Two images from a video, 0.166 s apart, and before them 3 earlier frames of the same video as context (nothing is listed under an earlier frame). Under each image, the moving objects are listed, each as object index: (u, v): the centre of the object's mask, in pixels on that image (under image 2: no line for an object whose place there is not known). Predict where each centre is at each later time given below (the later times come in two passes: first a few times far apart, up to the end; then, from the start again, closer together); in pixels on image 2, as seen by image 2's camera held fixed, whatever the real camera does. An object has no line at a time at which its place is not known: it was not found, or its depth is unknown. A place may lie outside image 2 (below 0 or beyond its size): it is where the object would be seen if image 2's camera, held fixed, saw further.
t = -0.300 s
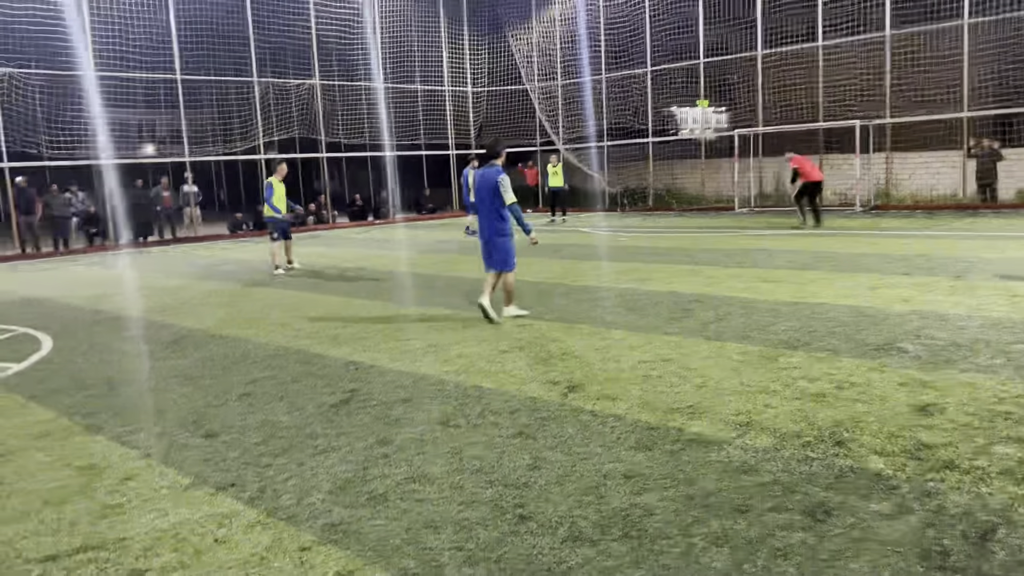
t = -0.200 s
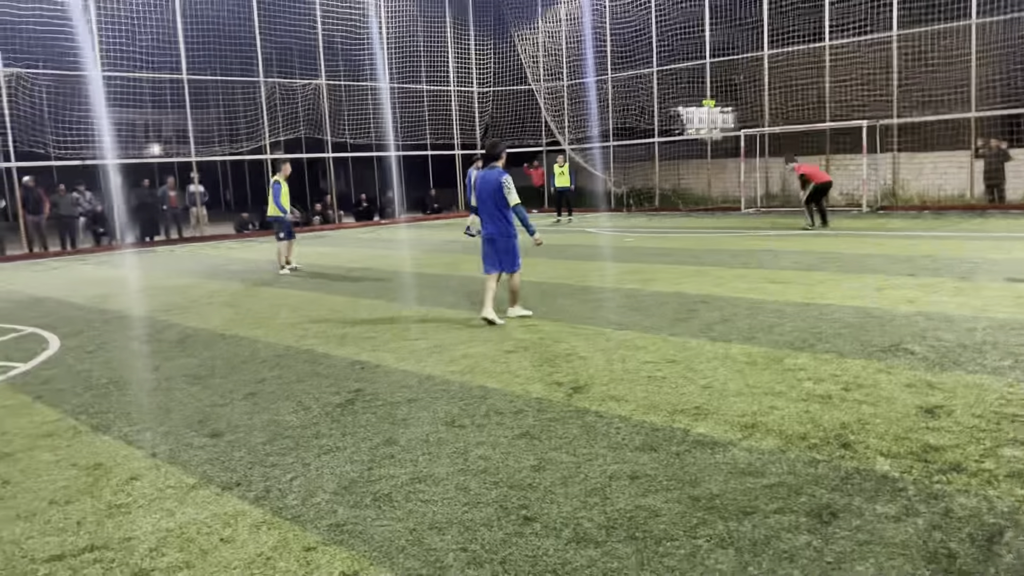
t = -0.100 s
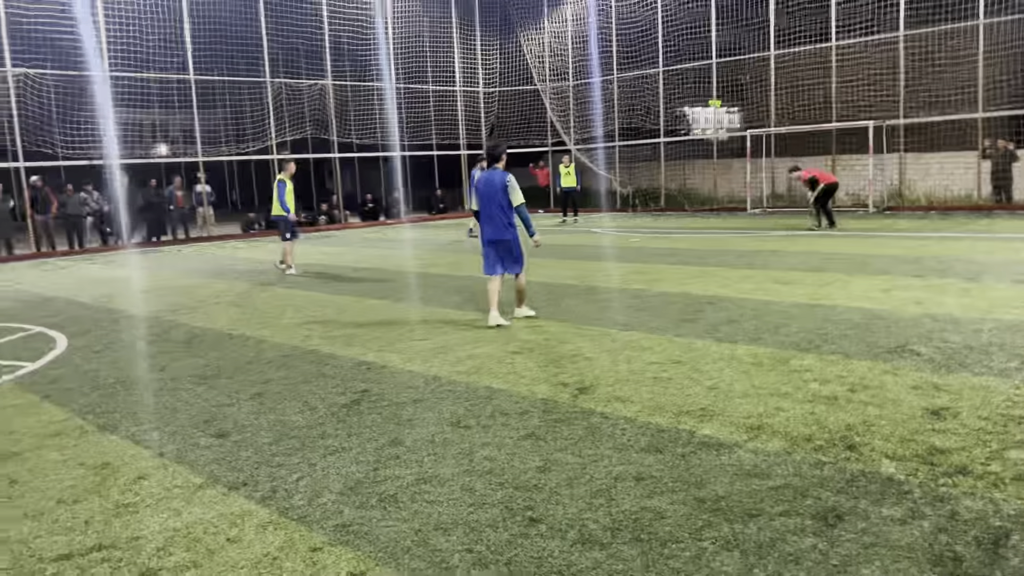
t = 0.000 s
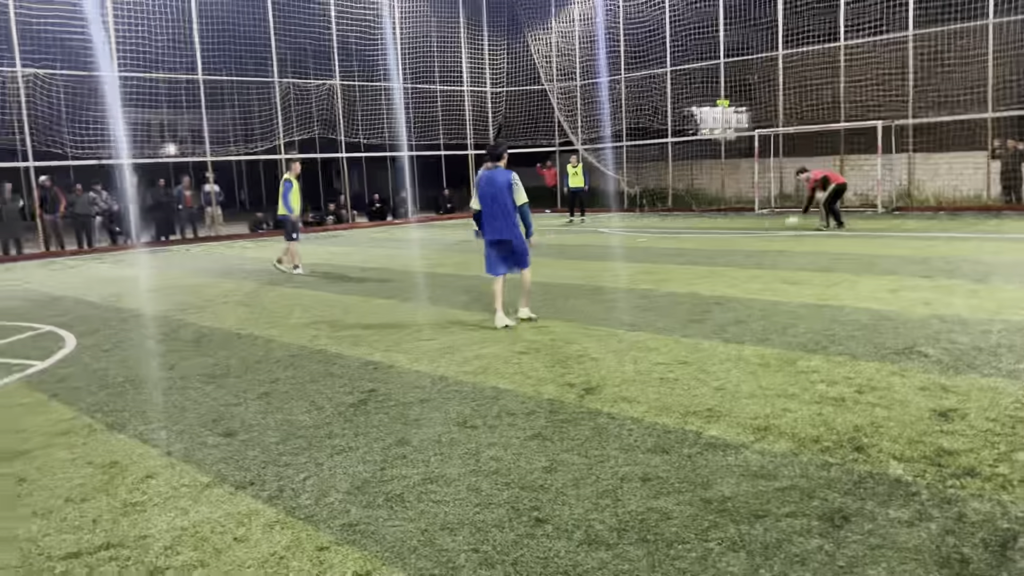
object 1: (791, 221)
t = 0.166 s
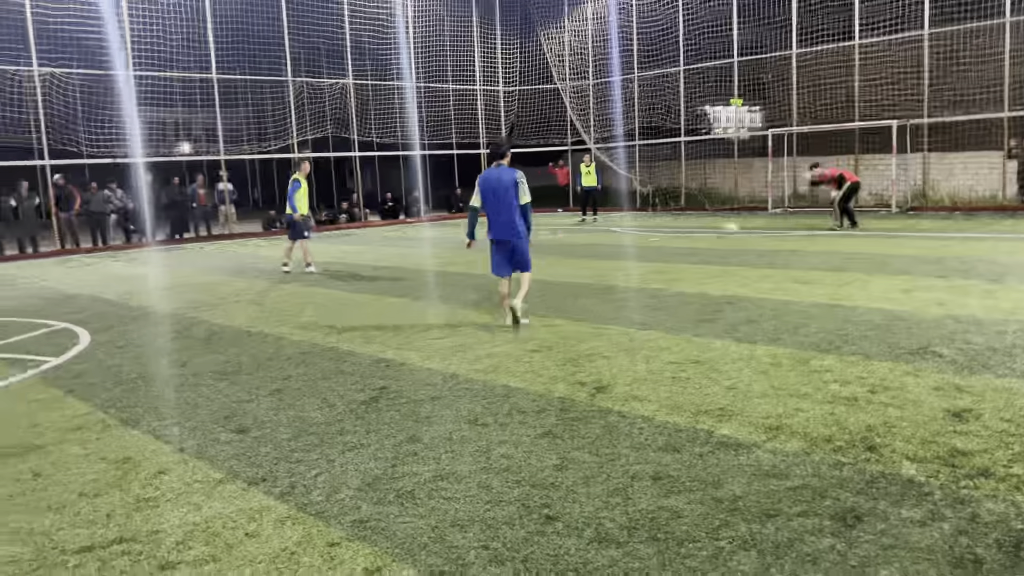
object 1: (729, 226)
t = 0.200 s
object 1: (713, 226)
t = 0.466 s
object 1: (599, 239)
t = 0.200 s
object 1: (713, 226)
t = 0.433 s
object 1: (612, 238)
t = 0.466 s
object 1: (599, 239)
